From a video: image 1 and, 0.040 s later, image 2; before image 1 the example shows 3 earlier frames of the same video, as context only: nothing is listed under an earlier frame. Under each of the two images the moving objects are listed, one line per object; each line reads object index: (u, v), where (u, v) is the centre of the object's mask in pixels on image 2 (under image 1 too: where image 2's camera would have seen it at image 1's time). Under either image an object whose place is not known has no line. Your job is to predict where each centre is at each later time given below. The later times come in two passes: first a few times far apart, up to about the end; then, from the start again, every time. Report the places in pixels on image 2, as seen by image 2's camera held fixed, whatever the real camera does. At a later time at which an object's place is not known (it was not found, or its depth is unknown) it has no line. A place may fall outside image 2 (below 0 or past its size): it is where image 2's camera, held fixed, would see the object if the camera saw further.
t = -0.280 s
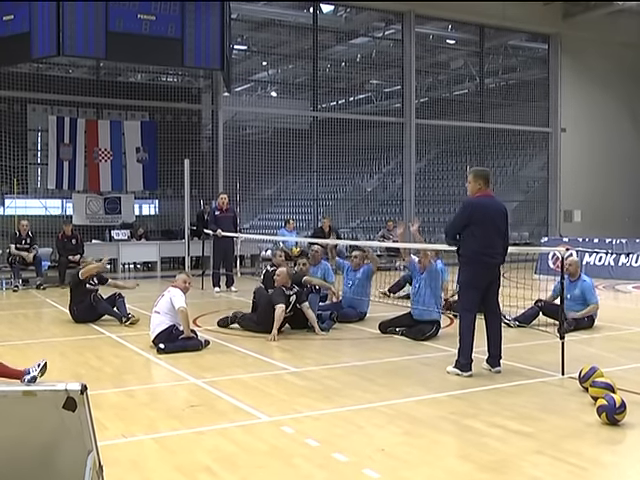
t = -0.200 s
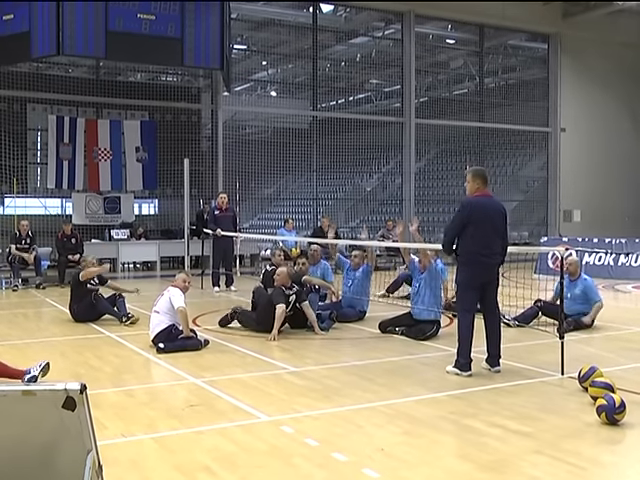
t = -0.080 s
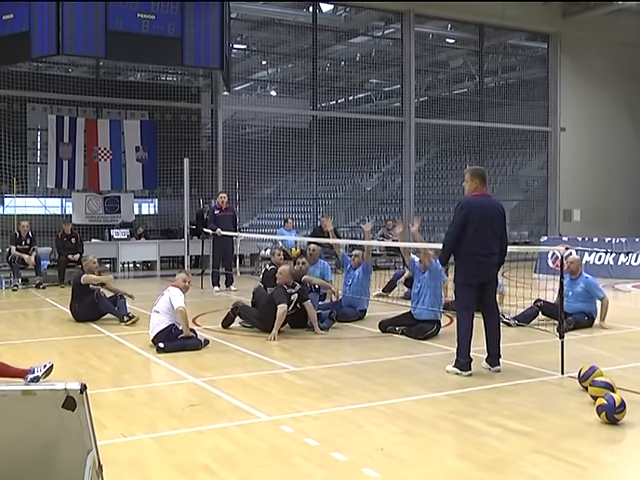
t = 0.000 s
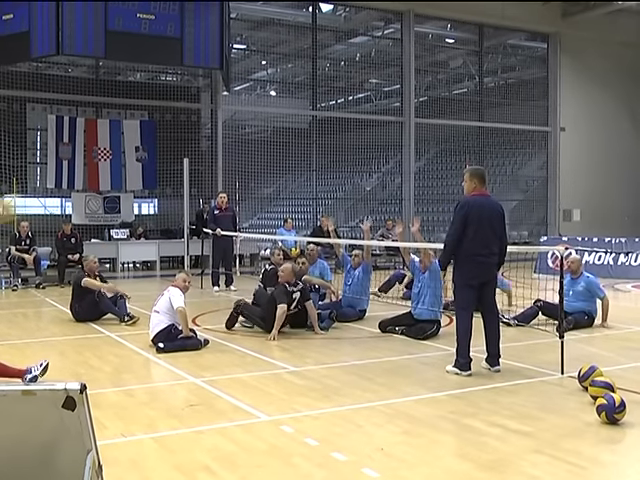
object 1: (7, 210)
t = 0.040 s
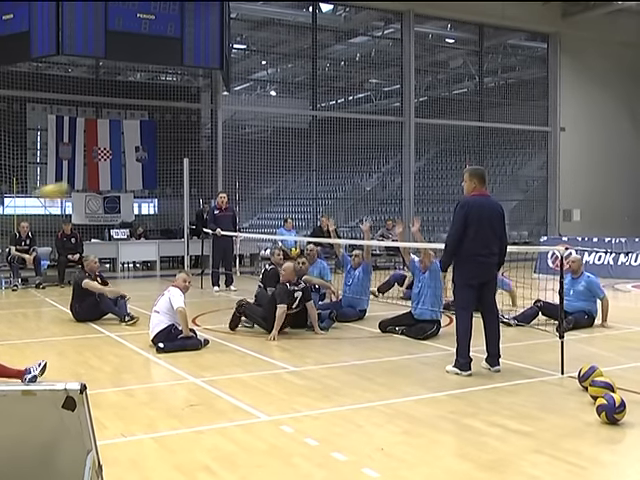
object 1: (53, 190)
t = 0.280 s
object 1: (265, 163)
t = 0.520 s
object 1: (413, 190)
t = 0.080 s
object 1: (95, 182)
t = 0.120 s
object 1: (134, 174)
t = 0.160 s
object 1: (168, 169)
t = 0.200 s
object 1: (203, 164)
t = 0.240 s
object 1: (236, 163)
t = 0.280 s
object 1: (265, 163)
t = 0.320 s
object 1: (294, 162)
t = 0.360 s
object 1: (320, 166)
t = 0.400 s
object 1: (346, 170)
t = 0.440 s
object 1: (369, 176)
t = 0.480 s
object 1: (390, 182)
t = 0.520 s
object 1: (413, 190)
